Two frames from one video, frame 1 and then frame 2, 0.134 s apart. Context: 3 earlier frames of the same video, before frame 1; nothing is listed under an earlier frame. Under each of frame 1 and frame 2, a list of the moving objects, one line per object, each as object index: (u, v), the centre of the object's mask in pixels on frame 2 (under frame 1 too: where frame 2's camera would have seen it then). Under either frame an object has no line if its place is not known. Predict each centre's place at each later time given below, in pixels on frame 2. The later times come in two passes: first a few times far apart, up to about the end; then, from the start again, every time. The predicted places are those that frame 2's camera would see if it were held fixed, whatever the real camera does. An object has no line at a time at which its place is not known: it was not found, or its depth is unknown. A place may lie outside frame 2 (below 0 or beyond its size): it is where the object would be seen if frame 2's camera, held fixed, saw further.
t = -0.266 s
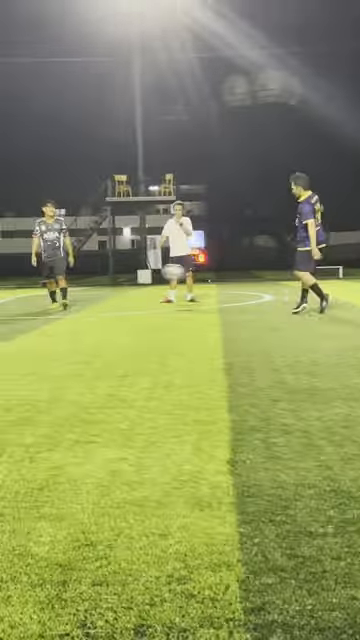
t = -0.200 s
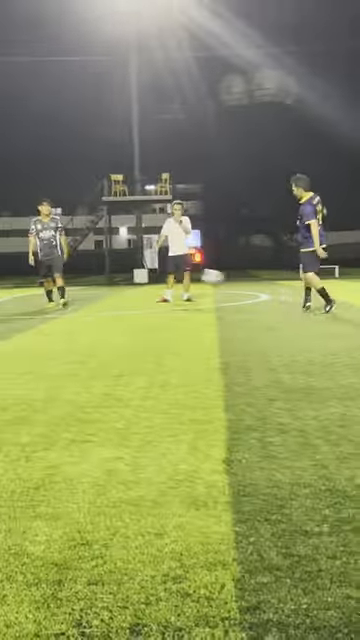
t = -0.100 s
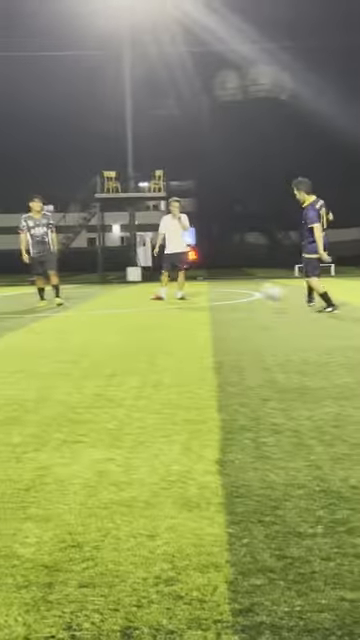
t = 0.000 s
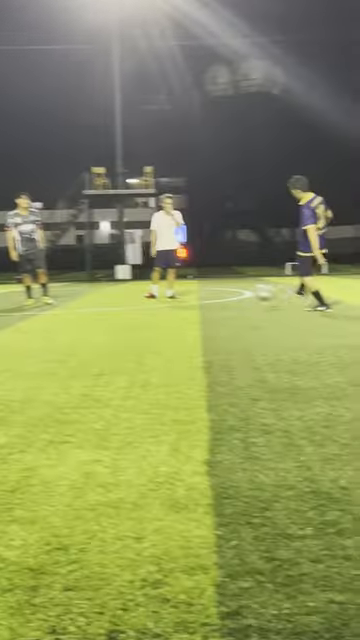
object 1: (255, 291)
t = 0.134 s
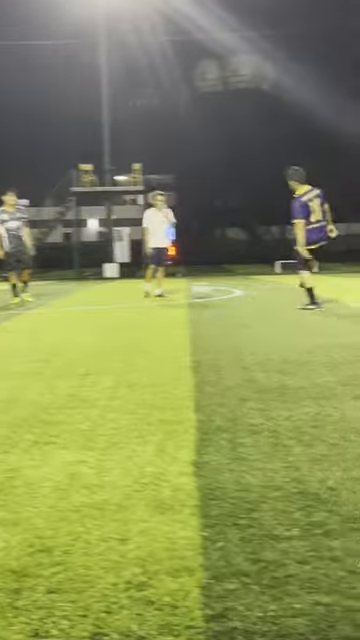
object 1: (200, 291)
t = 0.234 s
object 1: (165, 297)
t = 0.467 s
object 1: (98, 298)
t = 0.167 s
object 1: (187, 294)
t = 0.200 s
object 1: (176, 297)
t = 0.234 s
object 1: (165, 297)
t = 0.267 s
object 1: (153, 296)
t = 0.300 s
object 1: (144, 295)
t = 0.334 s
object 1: (135, 295)
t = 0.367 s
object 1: (124, 295)
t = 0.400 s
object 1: (116, 297)
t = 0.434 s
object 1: (106, 297)
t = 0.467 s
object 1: (98, 298)
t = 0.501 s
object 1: (89, 297)
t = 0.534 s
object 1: (81, 297)
